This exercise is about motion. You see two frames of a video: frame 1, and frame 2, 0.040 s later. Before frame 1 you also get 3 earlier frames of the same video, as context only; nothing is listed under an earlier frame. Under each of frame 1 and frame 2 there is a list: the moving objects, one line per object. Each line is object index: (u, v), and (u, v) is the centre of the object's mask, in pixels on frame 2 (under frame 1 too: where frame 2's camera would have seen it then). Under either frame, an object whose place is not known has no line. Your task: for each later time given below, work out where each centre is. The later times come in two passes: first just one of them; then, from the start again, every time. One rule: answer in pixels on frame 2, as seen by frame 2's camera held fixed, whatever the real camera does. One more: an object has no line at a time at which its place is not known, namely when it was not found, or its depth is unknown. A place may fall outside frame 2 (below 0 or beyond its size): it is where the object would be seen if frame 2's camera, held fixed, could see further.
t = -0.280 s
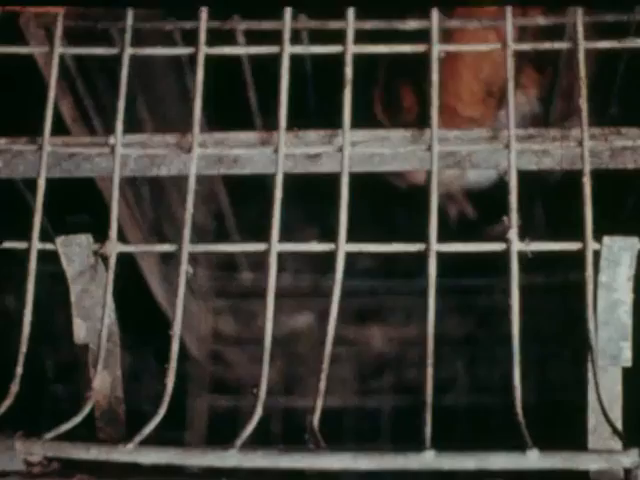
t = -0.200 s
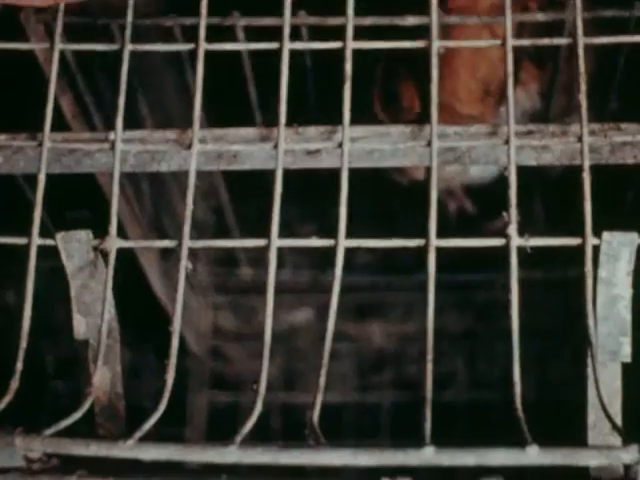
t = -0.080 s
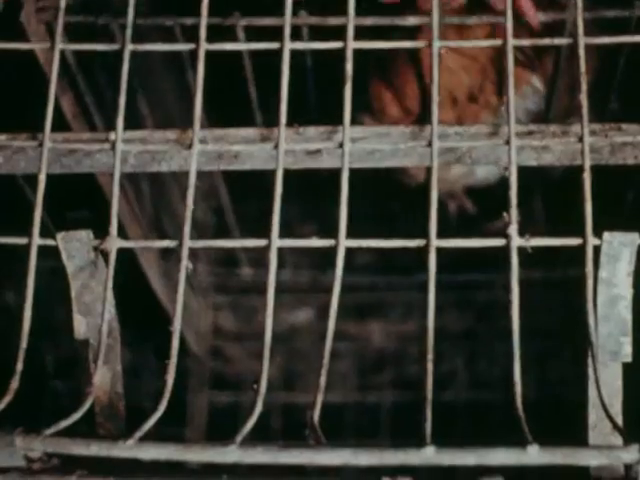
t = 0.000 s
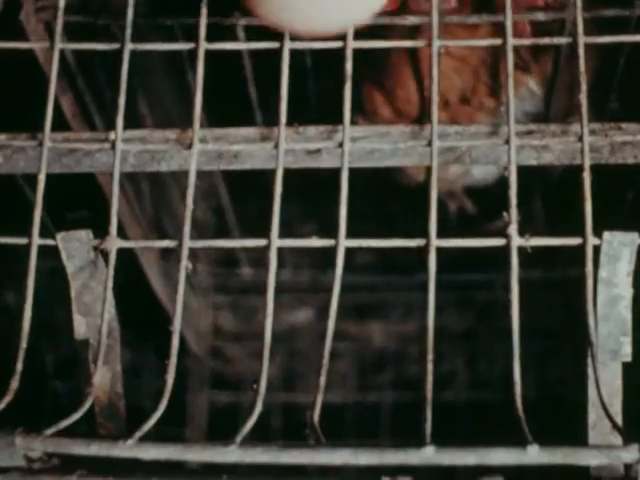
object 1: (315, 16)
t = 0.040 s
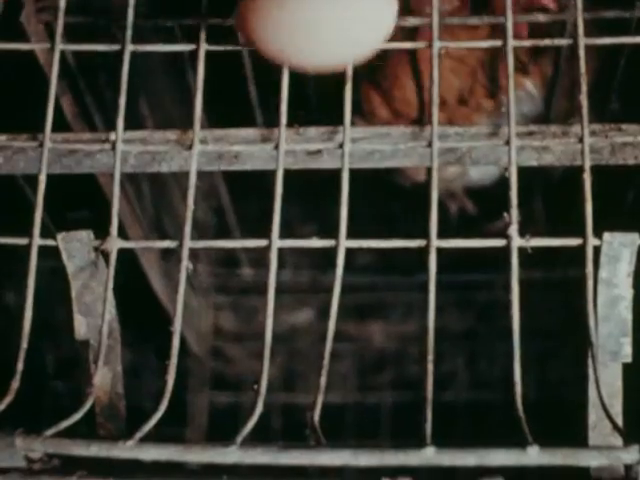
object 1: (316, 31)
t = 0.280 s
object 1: (284, 313)
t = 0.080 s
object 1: (318, 52)
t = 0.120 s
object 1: (314, 93)
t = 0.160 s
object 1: (308, 142)
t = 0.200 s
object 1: (299, 196)
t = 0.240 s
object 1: (292, 251)
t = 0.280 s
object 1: (284, 313)
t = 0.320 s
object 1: (278, 349)
